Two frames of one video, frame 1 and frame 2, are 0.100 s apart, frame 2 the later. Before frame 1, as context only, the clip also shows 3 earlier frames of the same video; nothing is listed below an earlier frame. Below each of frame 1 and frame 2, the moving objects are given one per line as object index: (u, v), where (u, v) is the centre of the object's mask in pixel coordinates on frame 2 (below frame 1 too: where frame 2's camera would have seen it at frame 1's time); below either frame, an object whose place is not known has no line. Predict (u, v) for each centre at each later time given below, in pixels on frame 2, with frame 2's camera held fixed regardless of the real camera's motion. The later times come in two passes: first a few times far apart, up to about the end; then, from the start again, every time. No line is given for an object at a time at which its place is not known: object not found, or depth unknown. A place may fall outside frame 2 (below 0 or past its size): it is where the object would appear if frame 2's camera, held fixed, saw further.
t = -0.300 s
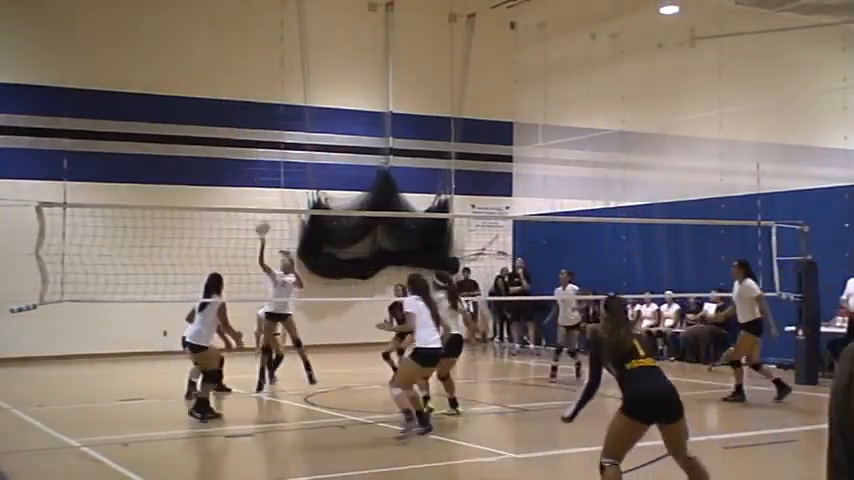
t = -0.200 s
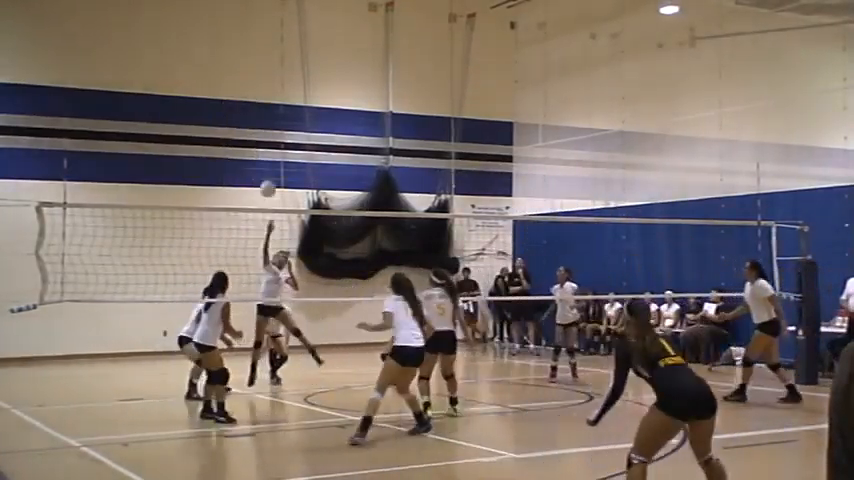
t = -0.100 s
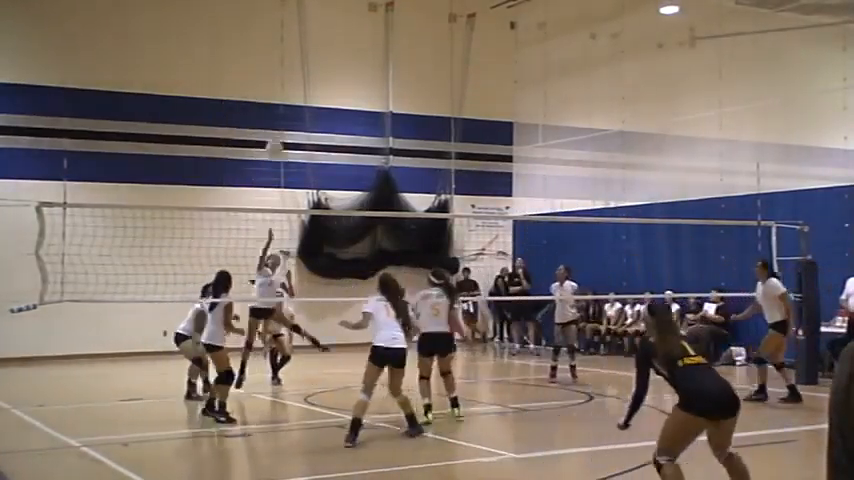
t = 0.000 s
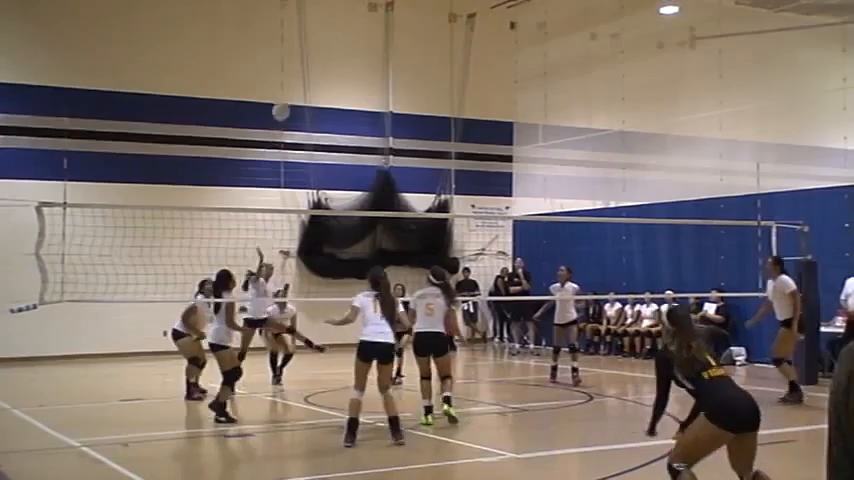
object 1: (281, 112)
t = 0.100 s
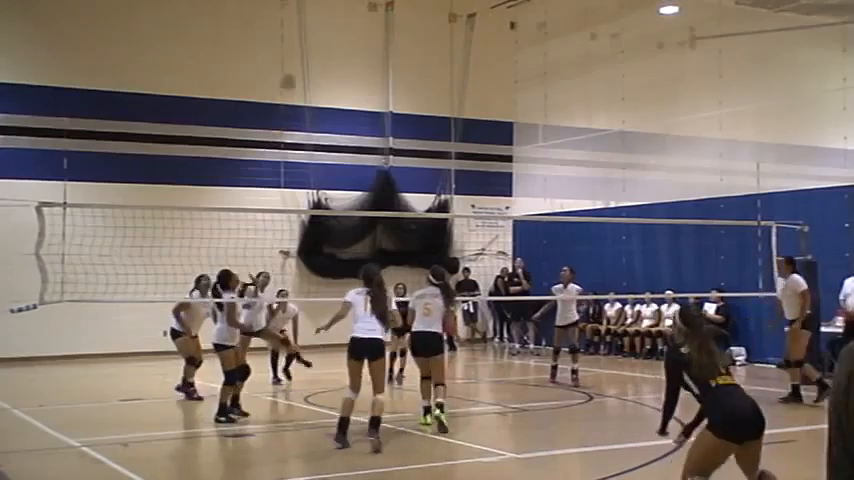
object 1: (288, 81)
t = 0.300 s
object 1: (301, 44)
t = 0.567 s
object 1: (322, 47)
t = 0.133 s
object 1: (289, 73)
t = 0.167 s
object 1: (291, 66)
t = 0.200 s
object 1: (294, 59)
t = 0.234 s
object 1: (296, 53)
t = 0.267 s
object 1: (299, 48)
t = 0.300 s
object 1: (301, 44)
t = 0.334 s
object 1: (304, 41)
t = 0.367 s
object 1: (306, 39)
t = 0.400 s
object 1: (309, 38)
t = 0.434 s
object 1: (311, 38)
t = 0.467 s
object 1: (314, 38)
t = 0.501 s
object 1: (317, 40)
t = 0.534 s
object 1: (320, 43)
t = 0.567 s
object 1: (322, 47)
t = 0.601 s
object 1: (325, 52)
